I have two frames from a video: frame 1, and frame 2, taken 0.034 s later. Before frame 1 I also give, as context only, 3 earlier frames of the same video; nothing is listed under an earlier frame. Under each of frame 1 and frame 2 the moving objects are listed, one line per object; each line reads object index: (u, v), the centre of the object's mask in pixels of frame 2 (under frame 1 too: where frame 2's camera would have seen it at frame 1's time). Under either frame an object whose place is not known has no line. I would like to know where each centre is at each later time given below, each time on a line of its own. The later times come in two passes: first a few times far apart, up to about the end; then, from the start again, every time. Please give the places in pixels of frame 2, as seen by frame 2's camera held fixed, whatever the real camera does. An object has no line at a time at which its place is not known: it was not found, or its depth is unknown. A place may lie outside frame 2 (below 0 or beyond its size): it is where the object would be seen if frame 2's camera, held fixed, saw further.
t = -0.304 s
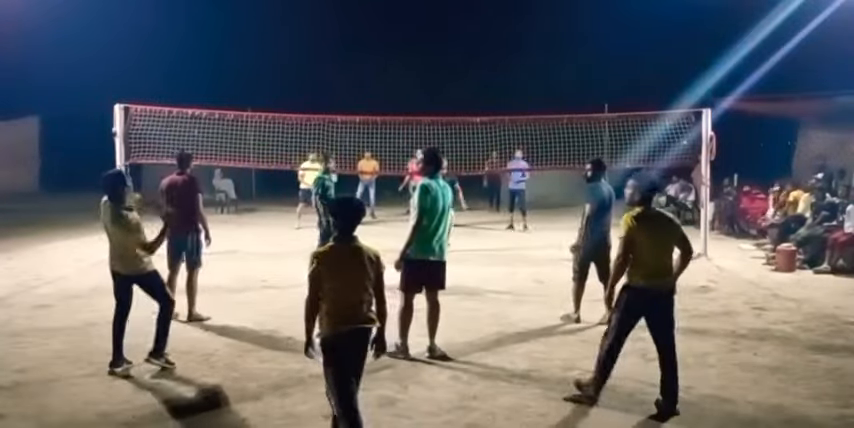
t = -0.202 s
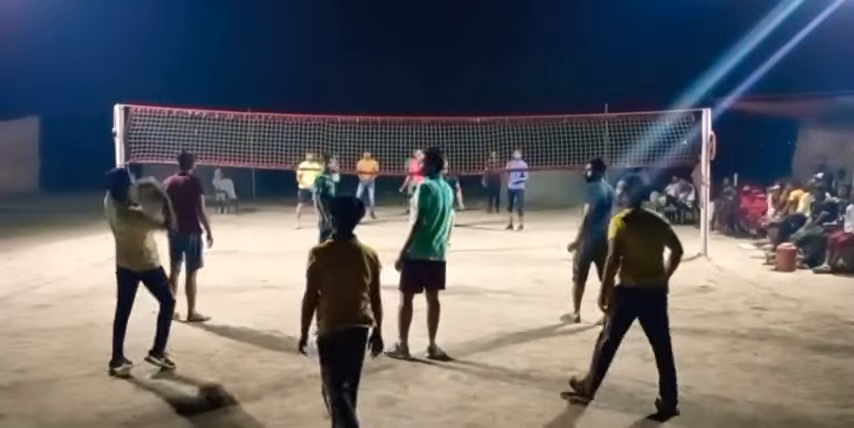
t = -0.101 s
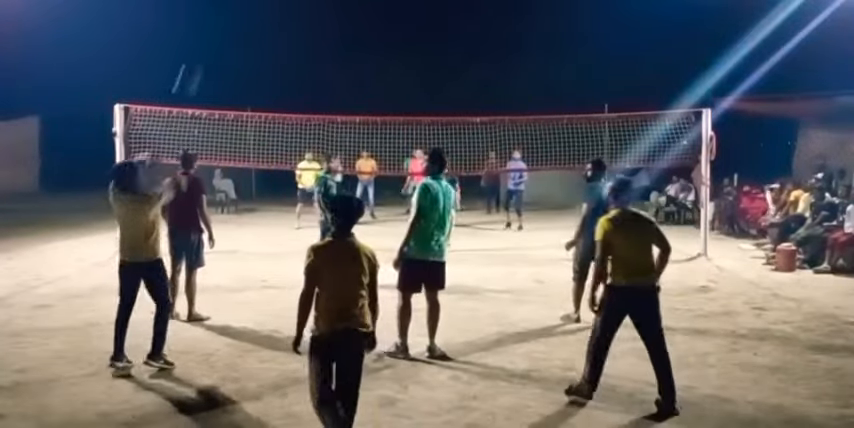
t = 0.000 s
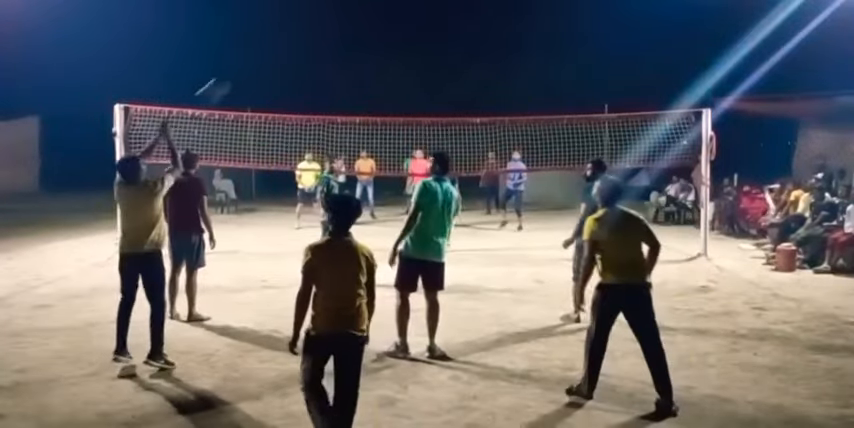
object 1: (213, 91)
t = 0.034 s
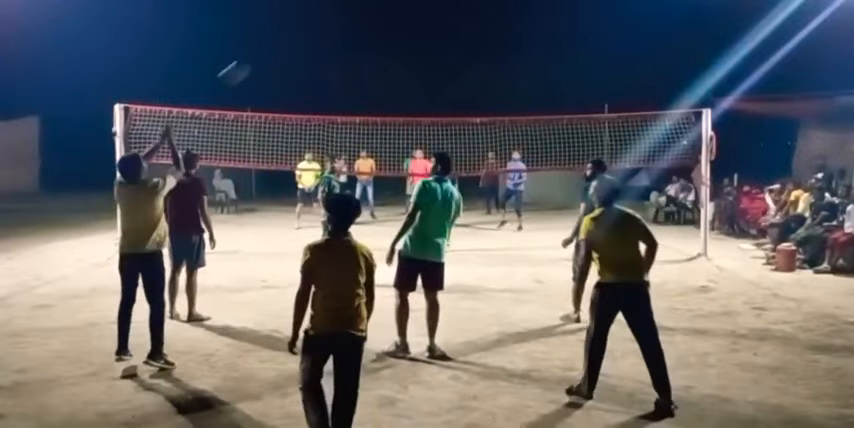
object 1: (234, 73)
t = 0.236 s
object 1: (332, 15)
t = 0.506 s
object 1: (412, 15)
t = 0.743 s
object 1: (458, 53)
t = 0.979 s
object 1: (490, 109)
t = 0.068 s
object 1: (253, 59)
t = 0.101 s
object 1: (272, 46)
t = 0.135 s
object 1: (289, 35)
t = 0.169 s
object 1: (305, 26)
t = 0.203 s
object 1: (318, 20)
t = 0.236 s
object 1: (332, 15)
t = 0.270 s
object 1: (345, 11)
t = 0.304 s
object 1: (356, 8)
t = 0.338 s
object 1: (367, 7)
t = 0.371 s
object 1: (377, 7)
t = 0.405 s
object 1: (386, 8)
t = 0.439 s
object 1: (396, 10)
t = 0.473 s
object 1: (404, 12)
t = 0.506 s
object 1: (412, 15)
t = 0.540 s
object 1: (420, 19)
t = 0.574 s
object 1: (427, 23)
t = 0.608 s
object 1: (434, 29)
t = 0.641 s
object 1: (441, 34)
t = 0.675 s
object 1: (447, 40)
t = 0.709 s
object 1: (453, 46)
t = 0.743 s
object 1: (458, 53)
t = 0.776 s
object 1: (464, 61)
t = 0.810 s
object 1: (468, 68)
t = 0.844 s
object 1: (474, 75)
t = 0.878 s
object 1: (478, 84)
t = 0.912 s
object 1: (482, 92)
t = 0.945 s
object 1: (487, 101)
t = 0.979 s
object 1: (490, 109)
